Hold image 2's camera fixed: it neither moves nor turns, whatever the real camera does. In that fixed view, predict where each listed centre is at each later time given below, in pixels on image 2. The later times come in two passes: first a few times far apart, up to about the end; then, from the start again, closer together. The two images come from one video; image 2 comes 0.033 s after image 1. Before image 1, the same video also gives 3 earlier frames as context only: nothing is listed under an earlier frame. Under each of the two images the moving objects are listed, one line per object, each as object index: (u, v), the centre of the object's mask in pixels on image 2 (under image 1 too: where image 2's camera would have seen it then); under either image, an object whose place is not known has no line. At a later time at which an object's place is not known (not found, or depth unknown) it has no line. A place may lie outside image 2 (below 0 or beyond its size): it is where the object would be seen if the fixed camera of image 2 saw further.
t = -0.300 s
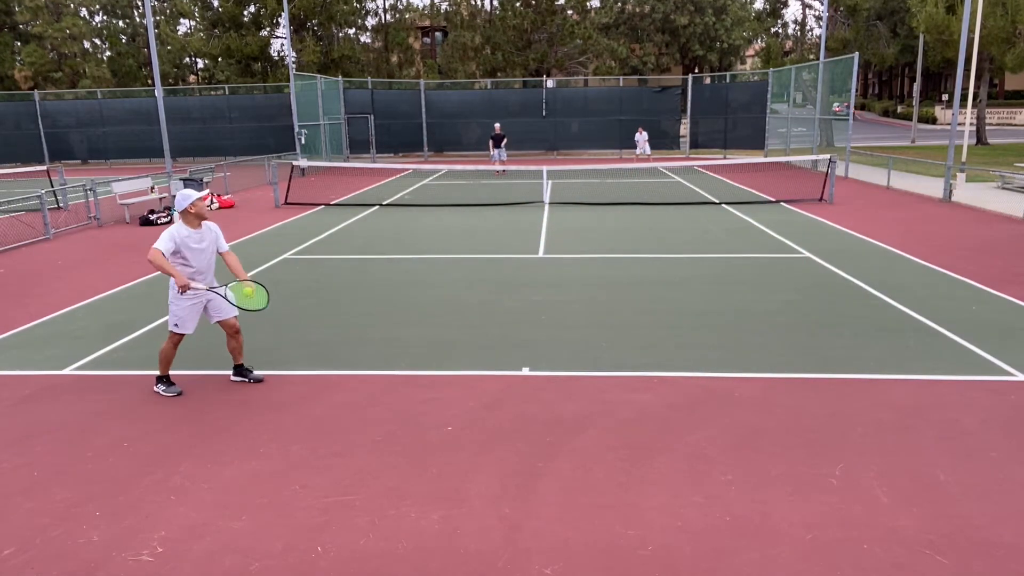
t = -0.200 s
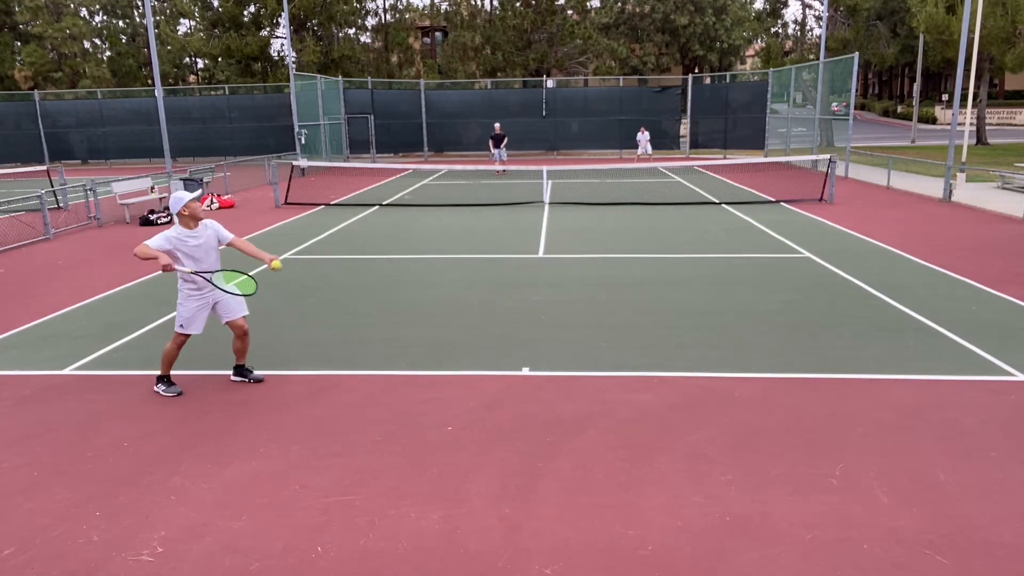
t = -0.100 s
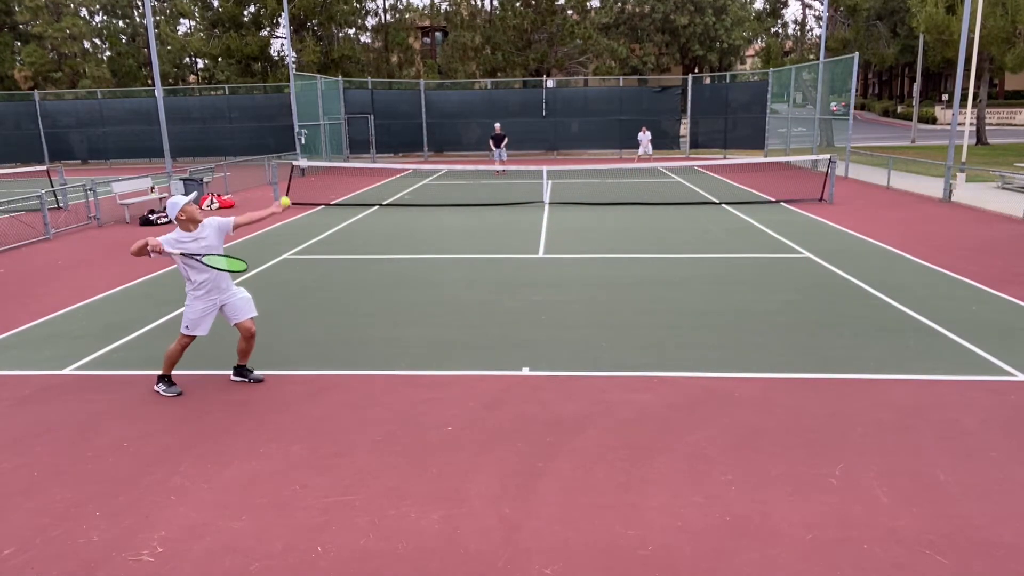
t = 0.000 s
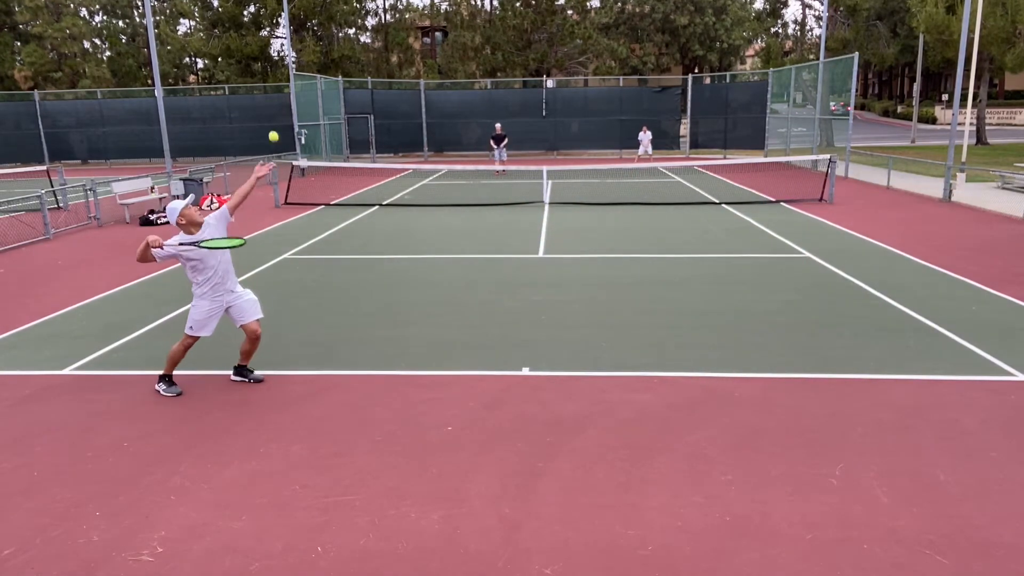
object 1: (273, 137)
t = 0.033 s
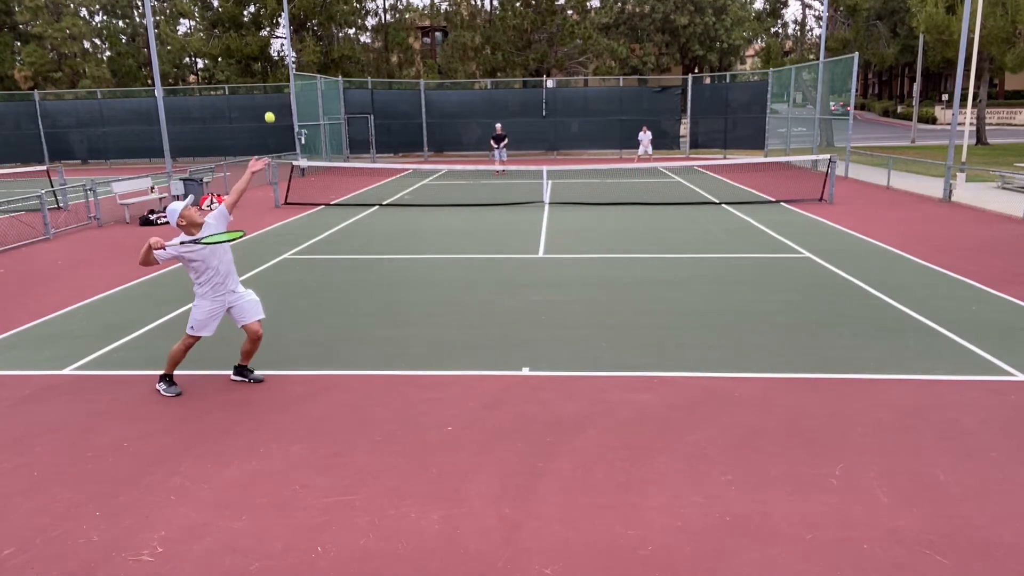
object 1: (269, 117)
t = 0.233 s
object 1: (249, 32)
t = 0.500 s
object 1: (231, 3)
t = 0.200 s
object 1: (252, 43)
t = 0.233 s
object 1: (249, 32)
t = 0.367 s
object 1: (239, 5)
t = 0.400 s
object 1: (237, 3)
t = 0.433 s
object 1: (235, 3)
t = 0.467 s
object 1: (233, 2)
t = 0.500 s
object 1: (231, 3)
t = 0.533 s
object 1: (229, 5)
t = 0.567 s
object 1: (227, 9)
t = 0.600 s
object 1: (227, 15)
